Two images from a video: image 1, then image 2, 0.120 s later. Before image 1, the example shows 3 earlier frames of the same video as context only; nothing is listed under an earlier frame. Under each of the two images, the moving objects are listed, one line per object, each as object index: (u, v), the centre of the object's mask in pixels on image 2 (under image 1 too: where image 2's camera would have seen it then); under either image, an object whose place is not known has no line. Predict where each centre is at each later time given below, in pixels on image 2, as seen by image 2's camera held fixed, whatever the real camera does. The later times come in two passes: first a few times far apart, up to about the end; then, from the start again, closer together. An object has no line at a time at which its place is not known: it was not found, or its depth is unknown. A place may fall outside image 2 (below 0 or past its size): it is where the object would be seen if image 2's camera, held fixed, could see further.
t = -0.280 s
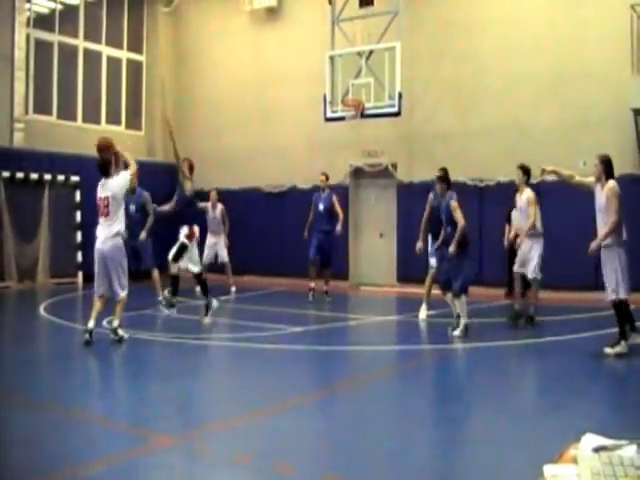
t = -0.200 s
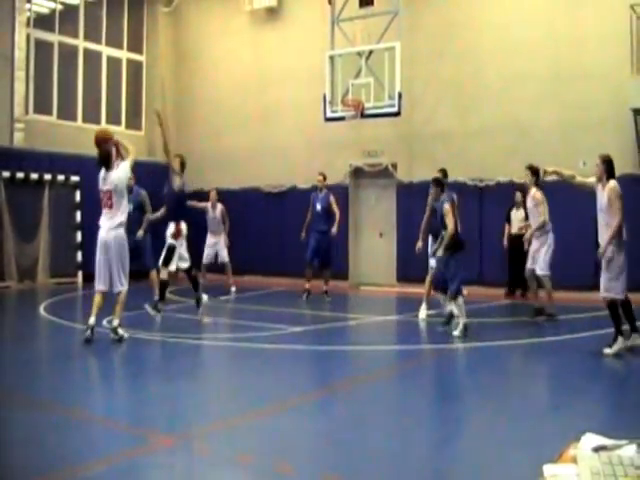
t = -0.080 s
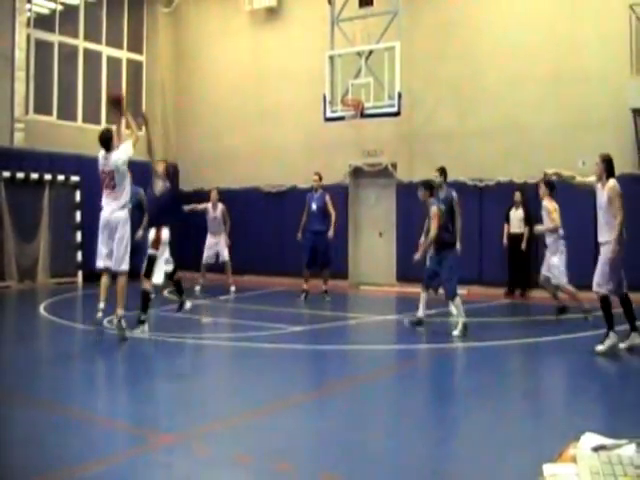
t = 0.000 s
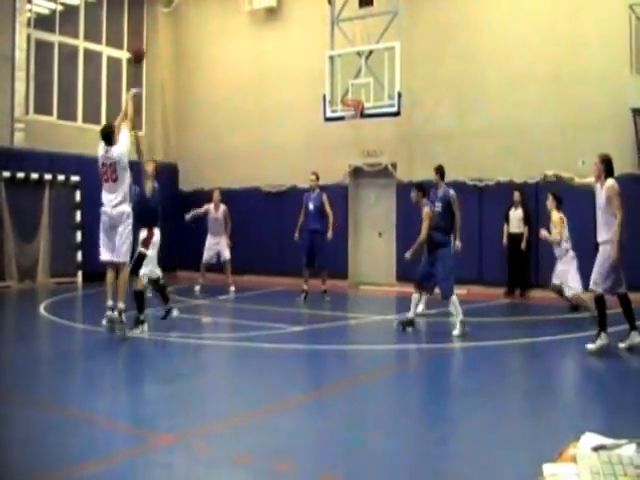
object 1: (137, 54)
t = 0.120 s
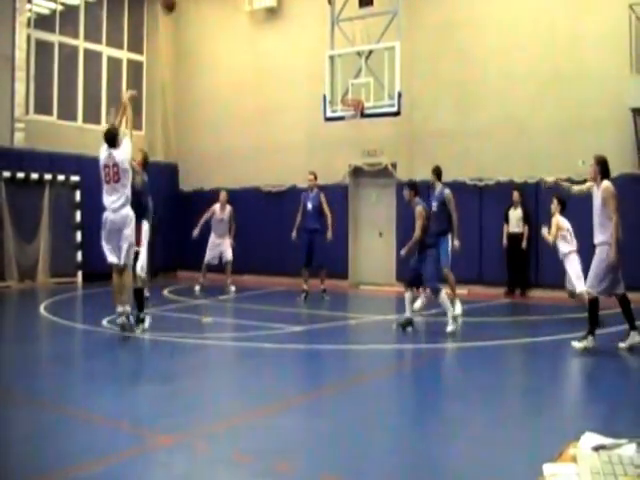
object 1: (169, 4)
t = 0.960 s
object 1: (315, 17)
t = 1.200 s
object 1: (341, 92)
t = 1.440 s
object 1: (347, 63)
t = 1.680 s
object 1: (332, 57)
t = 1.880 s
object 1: (319, 80)
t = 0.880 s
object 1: (304, 2)
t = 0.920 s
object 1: (310, 7)
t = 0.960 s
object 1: (315, 17)
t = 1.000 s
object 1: (319, 30)
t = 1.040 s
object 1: (324, 43)
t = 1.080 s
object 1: (329, 56)
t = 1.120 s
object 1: (333, 70)
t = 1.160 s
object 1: (338, 85)
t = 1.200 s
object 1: (341, 92)
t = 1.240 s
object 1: (344, 86)
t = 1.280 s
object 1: (346, 80)
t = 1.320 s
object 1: (348, 75)
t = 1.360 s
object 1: (350, 72)
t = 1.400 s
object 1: (349, 67)
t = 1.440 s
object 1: (347, 63)
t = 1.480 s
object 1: (344, 60)
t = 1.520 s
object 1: (342, 58)
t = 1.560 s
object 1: (340, 56)
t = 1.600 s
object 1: (337, 56)
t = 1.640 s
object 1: (335, 56)
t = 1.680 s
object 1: (332, 57)
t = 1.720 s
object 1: (330, 60)
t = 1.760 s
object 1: (328, 63)
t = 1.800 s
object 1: (325, 68)
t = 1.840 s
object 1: (322, 73)
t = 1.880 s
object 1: (319, 80)
